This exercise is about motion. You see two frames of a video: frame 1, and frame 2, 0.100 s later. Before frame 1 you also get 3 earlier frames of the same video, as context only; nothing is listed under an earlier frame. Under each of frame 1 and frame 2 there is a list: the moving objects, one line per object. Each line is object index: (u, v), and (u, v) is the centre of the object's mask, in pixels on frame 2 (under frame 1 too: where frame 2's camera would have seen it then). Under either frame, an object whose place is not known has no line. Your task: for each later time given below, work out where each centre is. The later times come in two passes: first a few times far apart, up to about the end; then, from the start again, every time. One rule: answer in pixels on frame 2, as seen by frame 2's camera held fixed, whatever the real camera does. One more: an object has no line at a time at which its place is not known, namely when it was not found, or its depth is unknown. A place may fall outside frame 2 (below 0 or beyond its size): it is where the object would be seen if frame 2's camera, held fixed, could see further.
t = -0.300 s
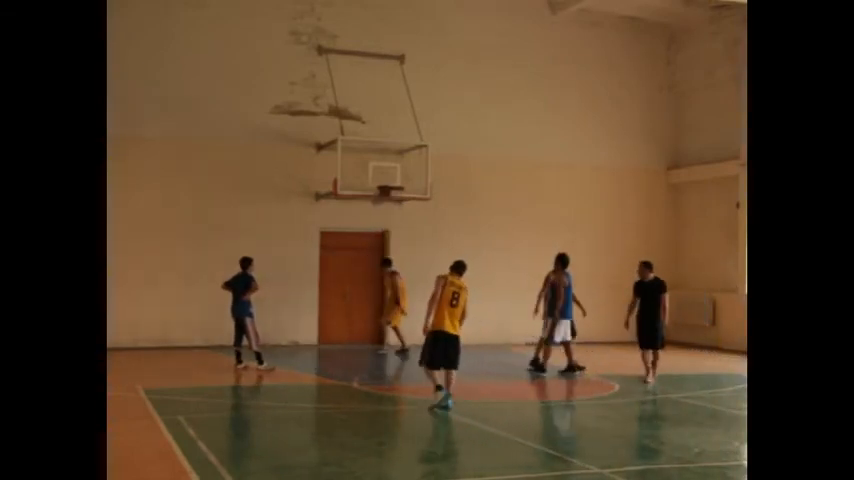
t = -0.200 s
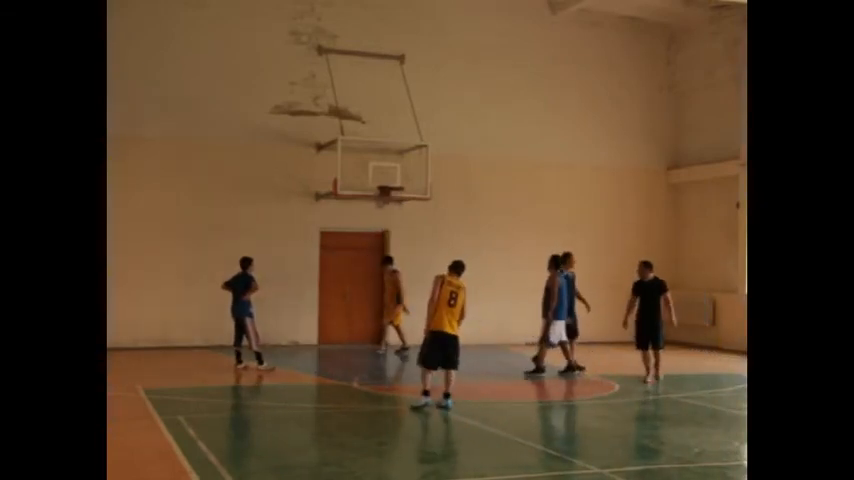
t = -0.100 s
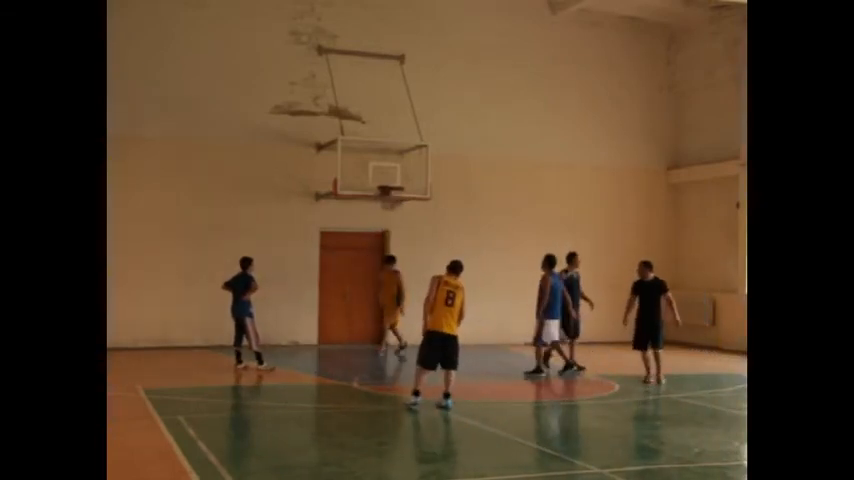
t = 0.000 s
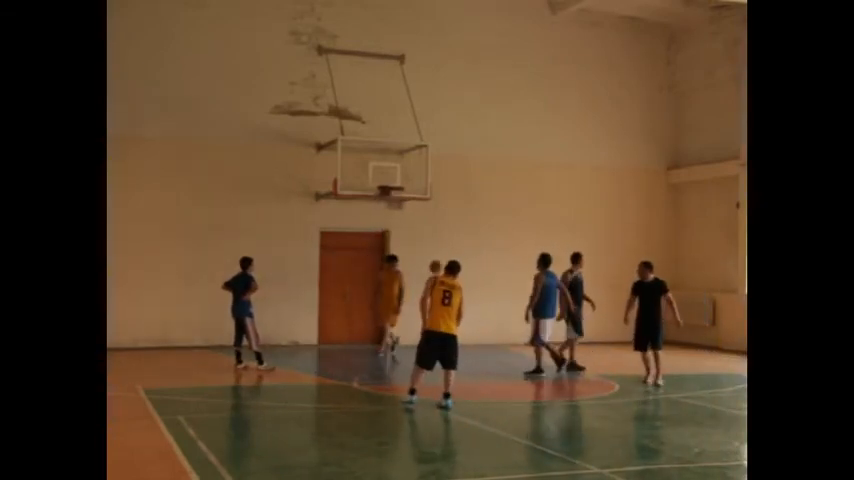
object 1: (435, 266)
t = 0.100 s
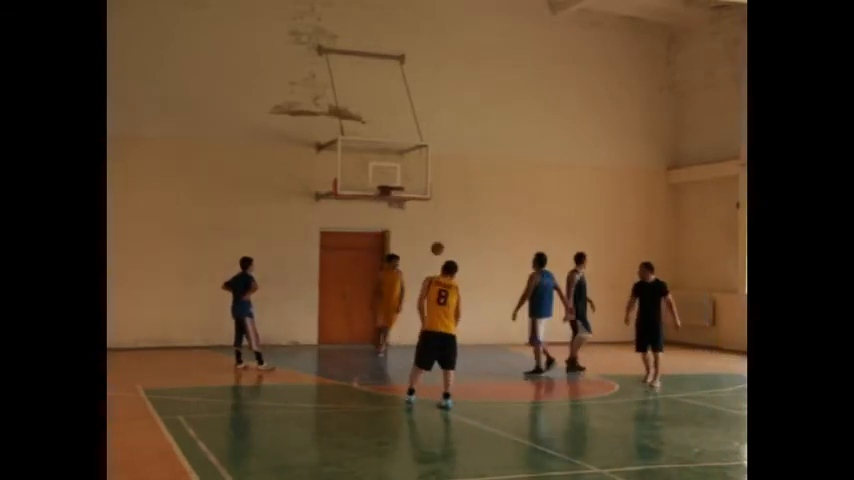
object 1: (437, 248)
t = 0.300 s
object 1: (440, 226)
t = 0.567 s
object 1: (442, 231)
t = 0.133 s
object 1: (437, 245)
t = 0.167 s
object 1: (438, 239)
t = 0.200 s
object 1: (438, 234)
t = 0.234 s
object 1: (439, 232)
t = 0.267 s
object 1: (439, 229)
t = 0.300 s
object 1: (440, 226)
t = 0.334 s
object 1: (440, 226)
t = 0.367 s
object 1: (440, 225)
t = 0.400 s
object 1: (441, 224)
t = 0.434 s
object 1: (441, 224)
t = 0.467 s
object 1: (441, 225)
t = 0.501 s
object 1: (442, 227)
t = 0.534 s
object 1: (442, 228)
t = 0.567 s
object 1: (442, 231)
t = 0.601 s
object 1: (443, 235)
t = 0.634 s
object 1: (443, 237)
